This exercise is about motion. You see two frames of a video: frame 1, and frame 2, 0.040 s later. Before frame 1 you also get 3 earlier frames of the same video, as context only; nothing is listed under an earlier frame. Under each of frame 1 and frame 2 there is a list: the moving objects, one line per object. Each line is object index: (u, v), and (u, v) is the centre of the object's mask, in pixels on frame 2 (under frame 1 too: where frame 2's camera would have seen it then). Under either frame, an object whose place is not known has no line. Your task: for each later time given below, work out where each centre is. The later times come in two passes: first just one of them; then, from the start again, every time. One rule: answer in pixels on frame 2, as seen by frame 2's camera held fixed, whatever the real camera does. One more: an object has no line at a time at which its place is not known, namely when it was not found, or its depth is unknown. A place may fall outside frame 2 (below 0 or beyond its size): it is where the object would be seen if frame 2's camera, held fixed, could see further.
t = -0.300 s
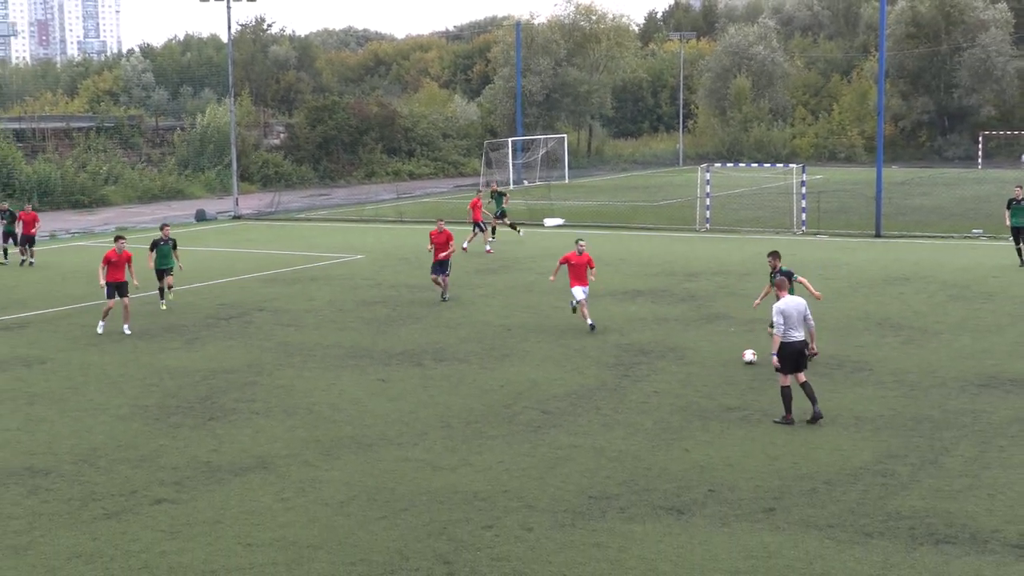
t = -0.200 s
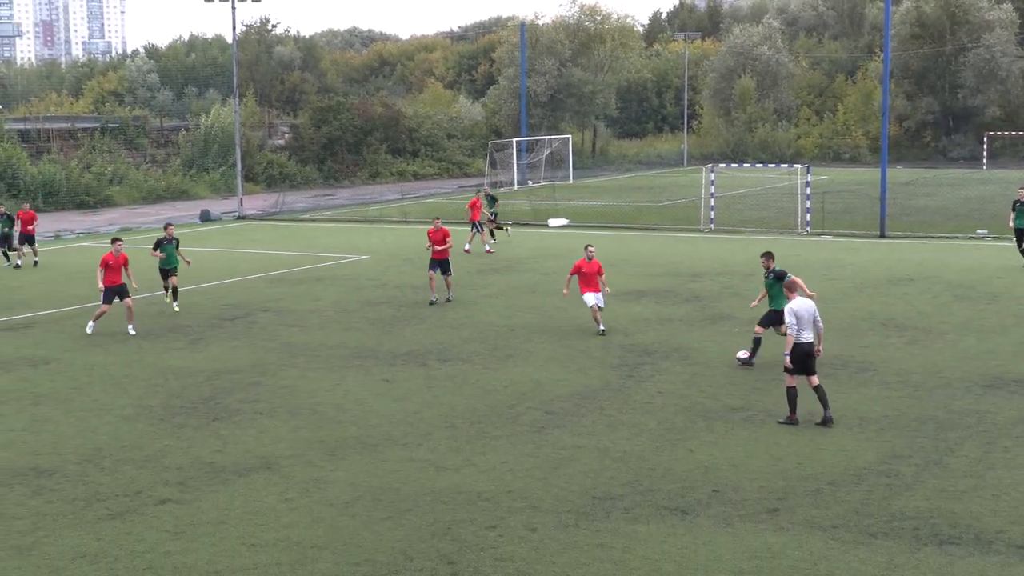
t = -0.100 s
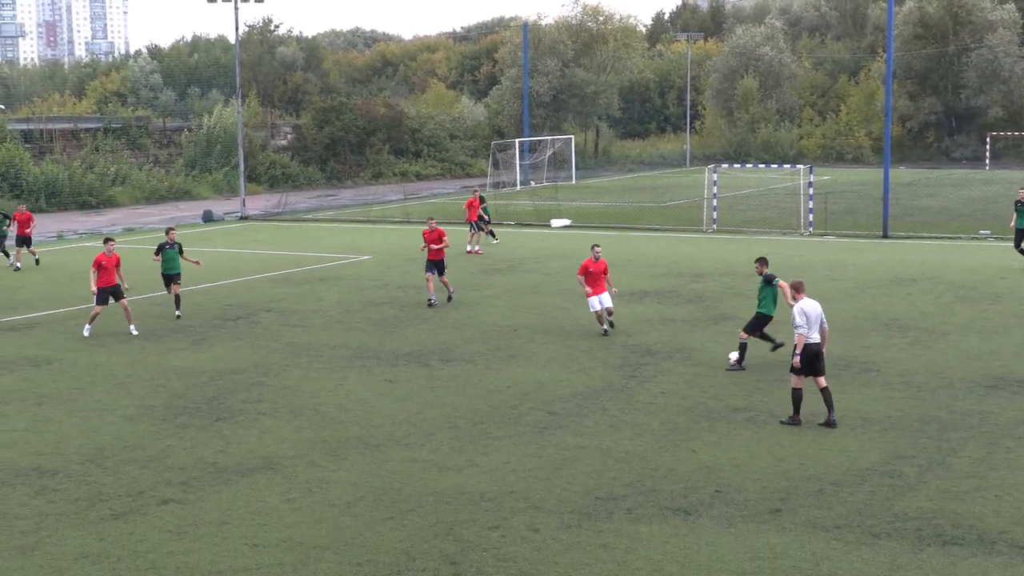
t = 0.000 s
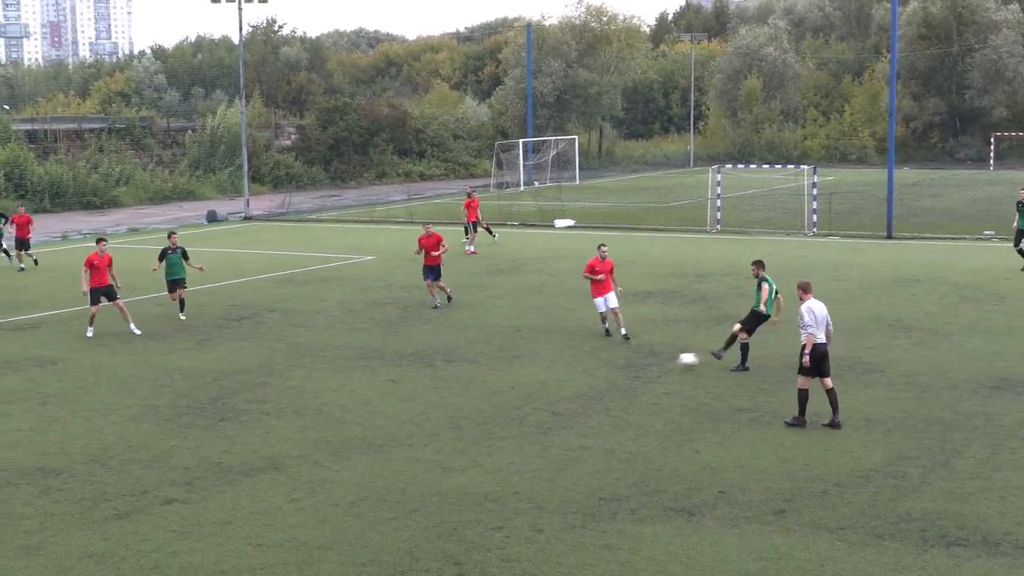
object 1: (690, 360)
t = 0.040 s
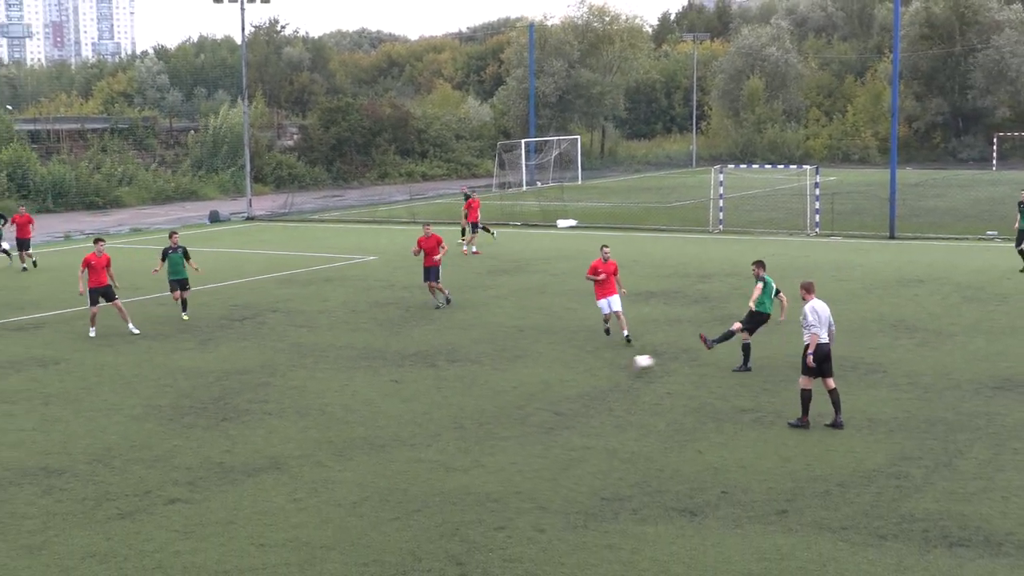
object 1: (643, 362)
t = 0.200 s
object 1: (453, 382)
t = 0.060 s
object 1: (620, 363)
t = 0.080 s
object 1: (597, 364)
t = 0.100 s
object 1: (573, 366)
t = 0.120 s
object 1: (549, 368)
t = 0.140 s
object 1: (525, 371)
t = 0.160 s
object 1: (501, 374)
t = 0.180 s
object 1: (477, 378)
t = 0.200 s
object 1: (453, 382)
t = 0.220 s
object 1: (431, 384)
